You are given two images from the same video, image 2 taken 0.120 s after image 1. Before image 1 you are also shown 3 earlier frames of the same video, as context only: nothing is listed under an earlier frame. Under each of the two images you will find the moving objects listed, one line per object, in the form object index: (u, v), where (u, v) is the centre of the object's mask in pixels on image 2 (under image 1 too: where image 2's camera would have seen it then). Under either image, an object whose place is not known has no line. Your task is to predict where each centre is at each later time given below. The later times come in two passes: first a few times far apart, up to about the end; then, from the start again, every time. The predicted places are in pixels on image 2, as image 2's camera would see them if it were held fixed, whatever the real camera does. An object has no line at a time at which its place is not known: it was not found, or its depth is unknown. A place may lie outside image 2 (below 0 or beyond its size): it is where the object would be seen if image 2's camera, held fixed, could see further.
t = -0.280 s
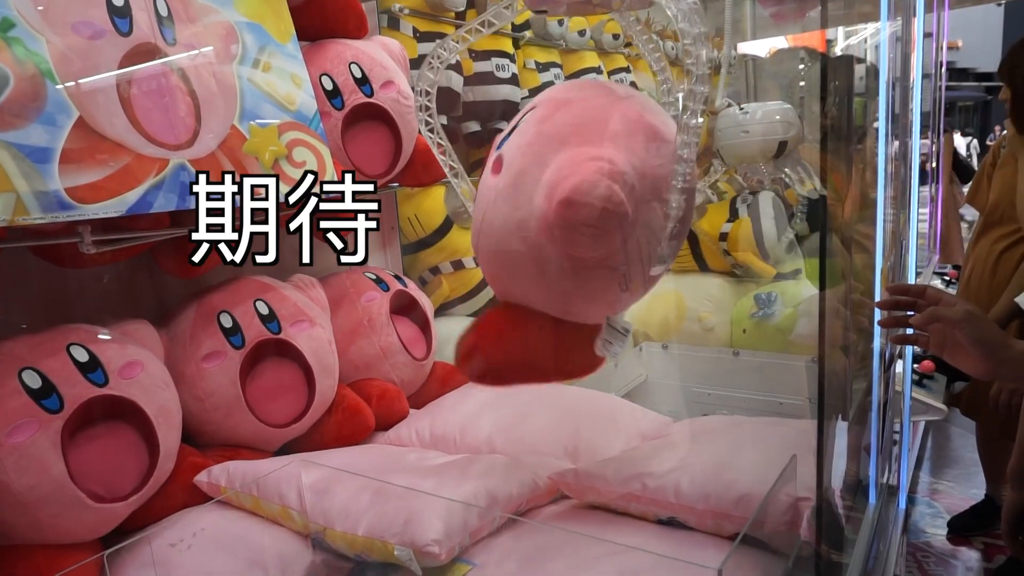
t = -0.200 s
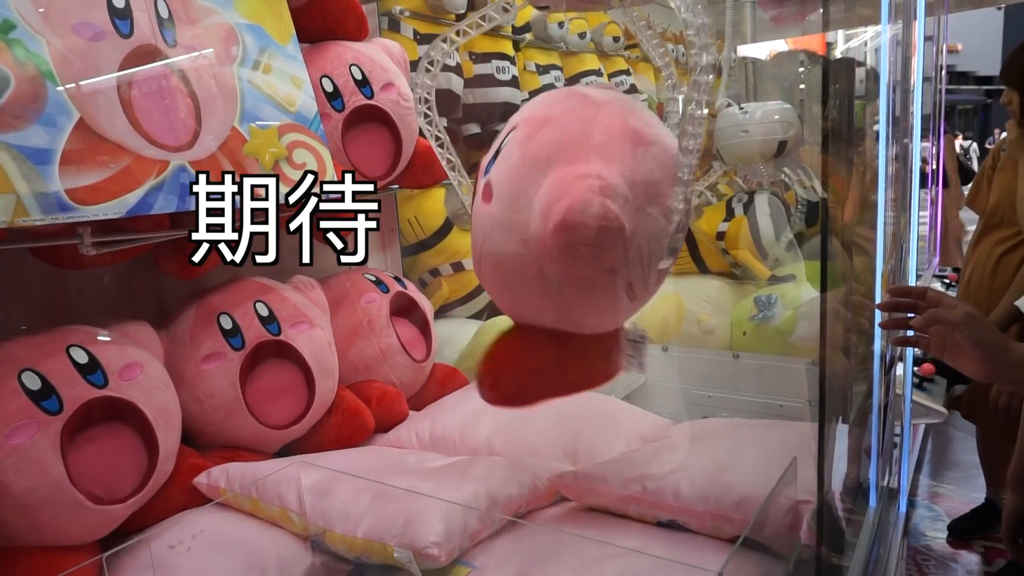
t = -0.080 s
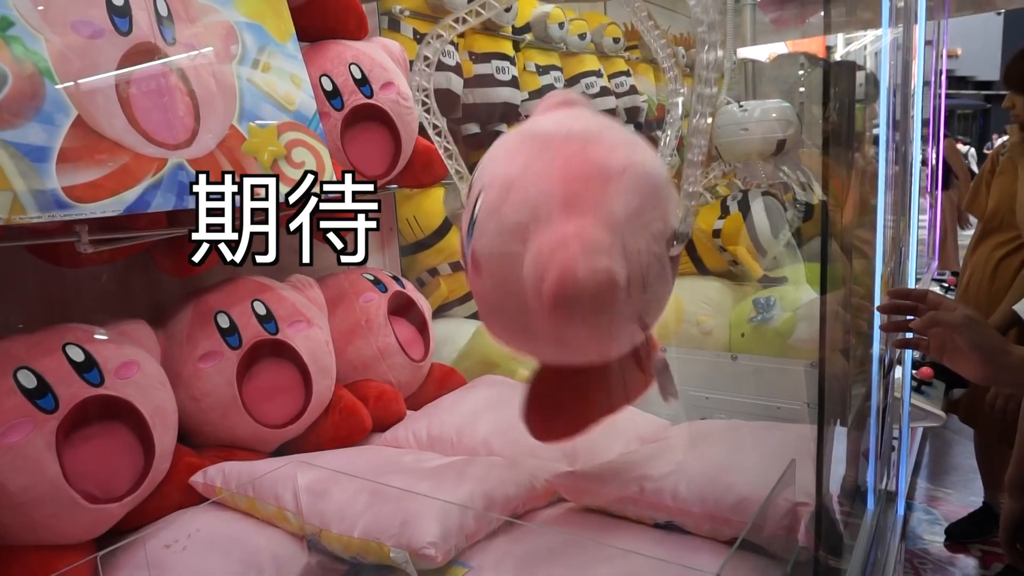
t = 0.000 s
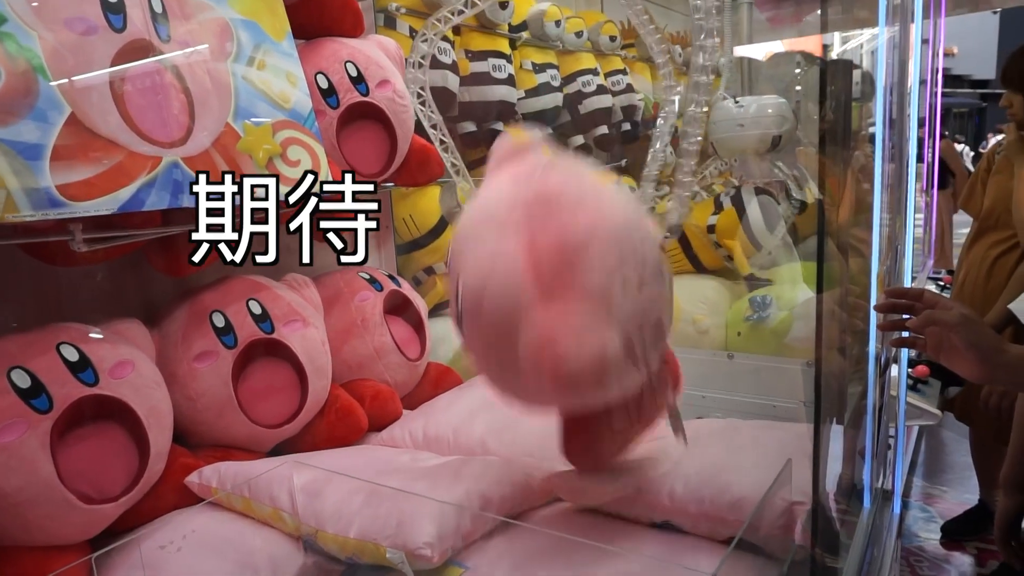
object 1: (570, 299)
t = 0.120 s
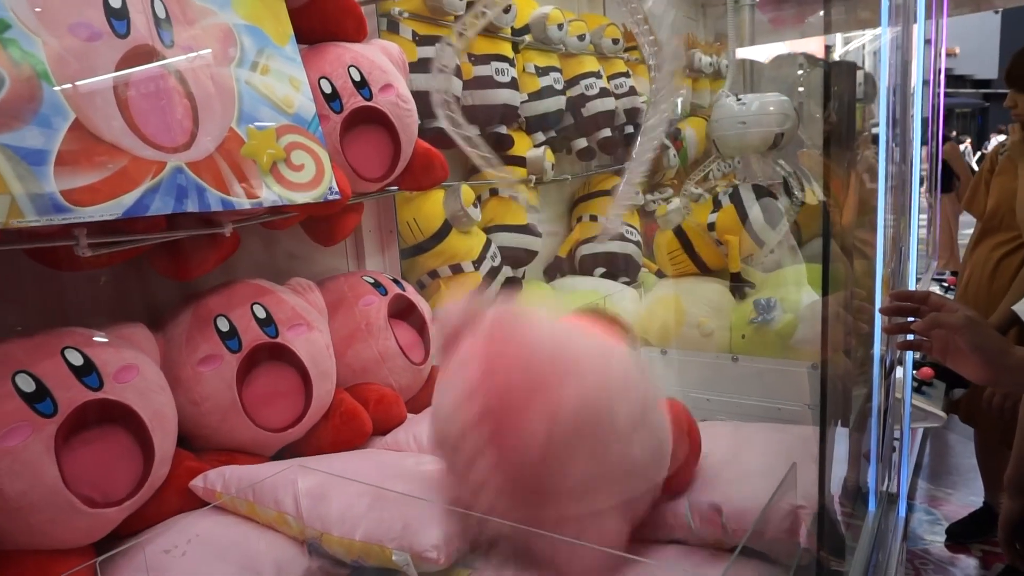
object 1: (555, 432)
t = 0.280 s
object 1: (498, 440)
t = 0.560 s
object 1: (508, 420)
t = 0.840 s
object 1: (496, 419)
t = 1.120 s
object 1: (505, 426)
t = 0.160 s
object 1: (539, 453)
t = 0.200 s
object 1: (514, 454)
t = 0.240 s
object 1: (500, 449)
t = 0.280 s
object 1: (498, 440)
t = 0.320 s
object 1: (499, 429)
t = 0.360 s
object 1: (501, 428)
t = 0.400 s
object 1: (501, 430)
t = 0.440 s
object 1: (504, 436)
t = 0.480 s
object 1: (508, 436)
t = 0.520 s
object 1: (509, 428)
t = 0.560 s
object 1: (508, 420)
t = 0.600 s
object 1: (505, 416)
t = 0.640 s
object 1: (503, 415)
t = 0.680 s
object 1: (500, 417)
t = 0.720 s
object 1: (497, 418)
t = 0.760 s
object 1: (496, 419)
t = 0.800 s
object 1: (496, 419)
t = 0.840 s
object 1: (496, 419)
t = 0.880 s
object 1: (498, 420)
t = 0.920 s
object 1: (499, 420)
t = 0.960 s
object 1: (500, 421)
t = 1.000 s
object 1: (501, 422)
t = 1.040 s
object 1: (503, 424)
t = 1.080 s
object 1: (503, 425)
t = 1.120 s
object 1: (505, 426)
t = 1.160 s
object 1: (505, 427)
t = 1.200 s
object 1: (505, 427)
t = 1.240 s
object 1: (505, 427)
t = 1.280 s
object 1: (505, 427)
